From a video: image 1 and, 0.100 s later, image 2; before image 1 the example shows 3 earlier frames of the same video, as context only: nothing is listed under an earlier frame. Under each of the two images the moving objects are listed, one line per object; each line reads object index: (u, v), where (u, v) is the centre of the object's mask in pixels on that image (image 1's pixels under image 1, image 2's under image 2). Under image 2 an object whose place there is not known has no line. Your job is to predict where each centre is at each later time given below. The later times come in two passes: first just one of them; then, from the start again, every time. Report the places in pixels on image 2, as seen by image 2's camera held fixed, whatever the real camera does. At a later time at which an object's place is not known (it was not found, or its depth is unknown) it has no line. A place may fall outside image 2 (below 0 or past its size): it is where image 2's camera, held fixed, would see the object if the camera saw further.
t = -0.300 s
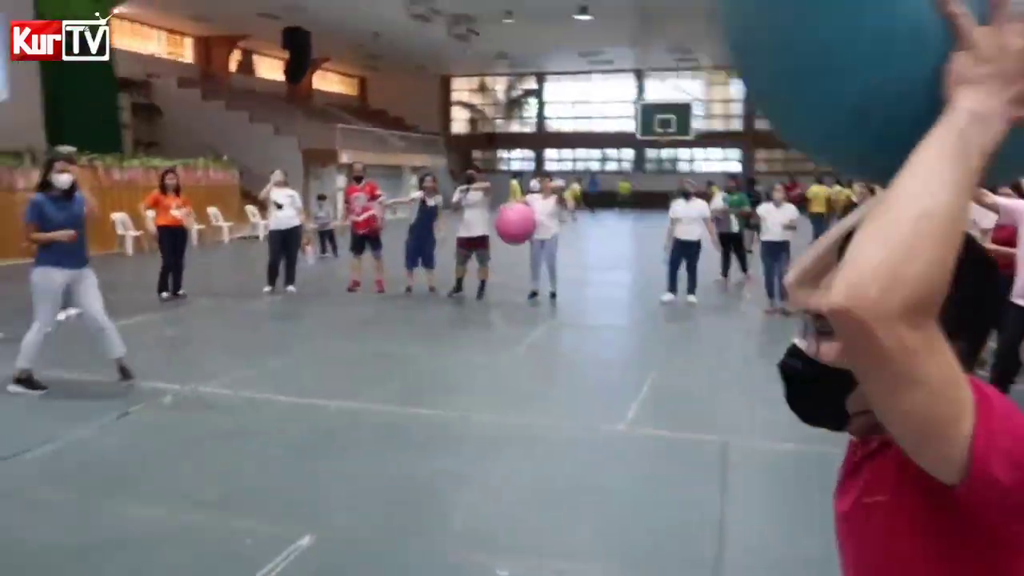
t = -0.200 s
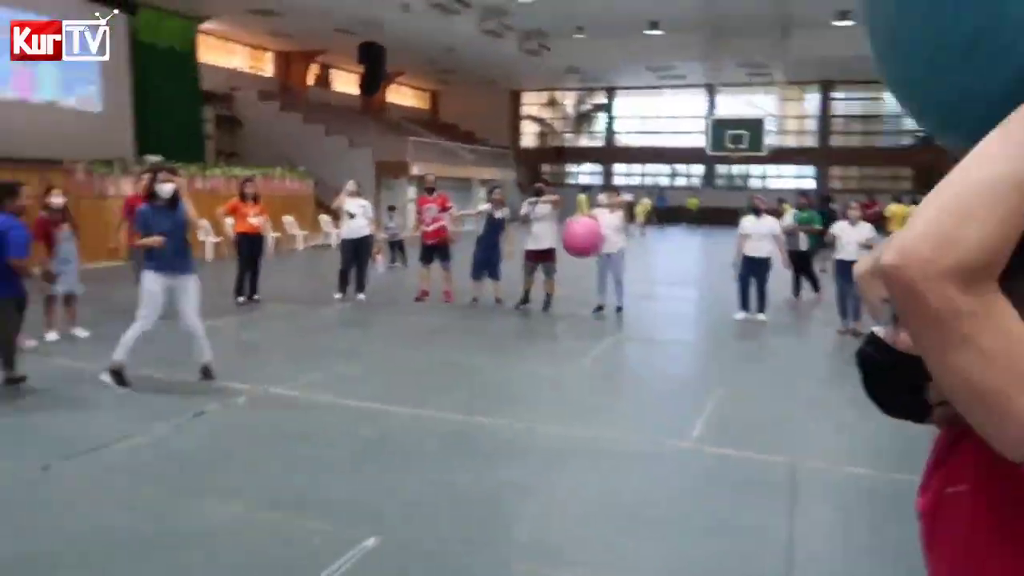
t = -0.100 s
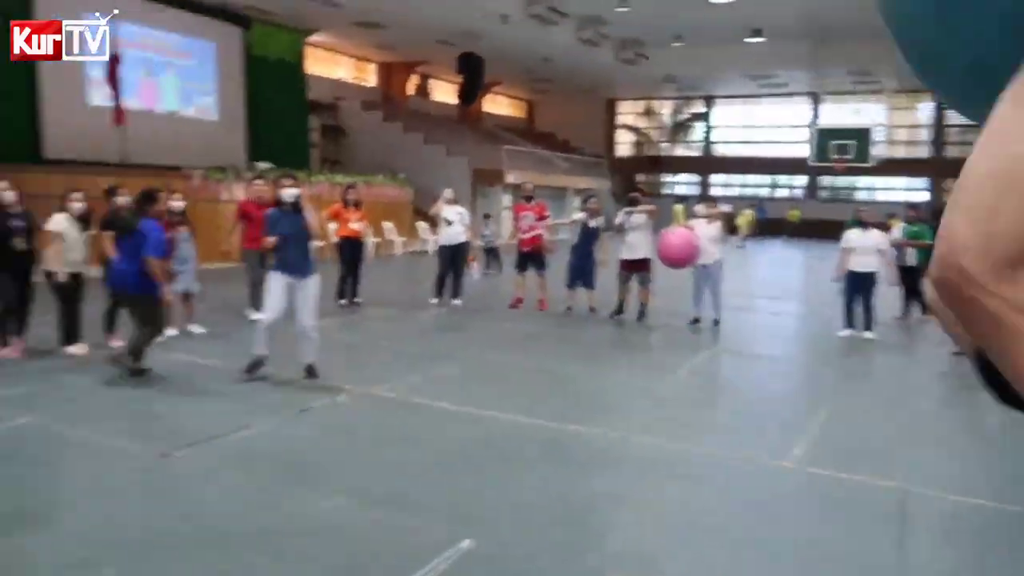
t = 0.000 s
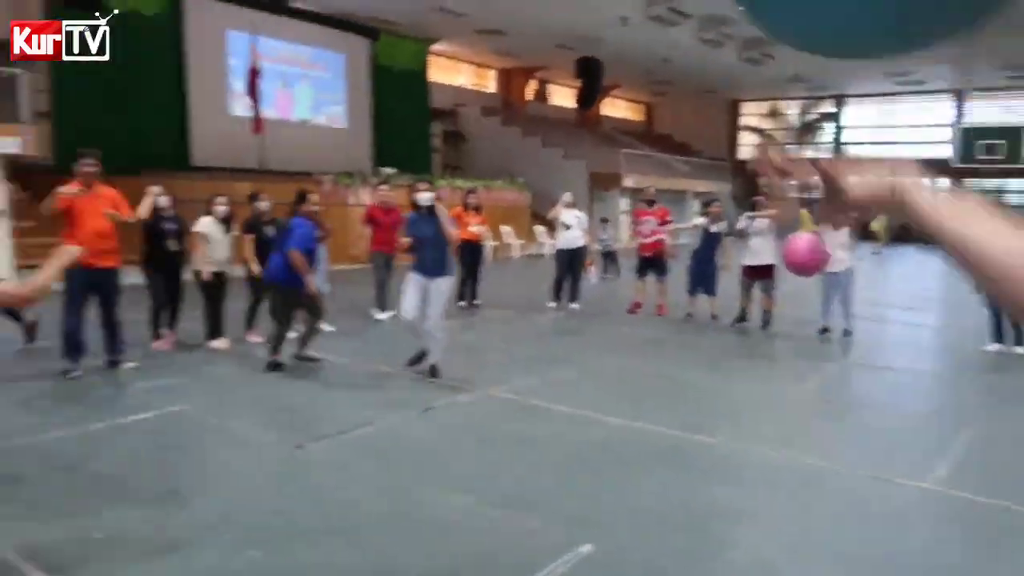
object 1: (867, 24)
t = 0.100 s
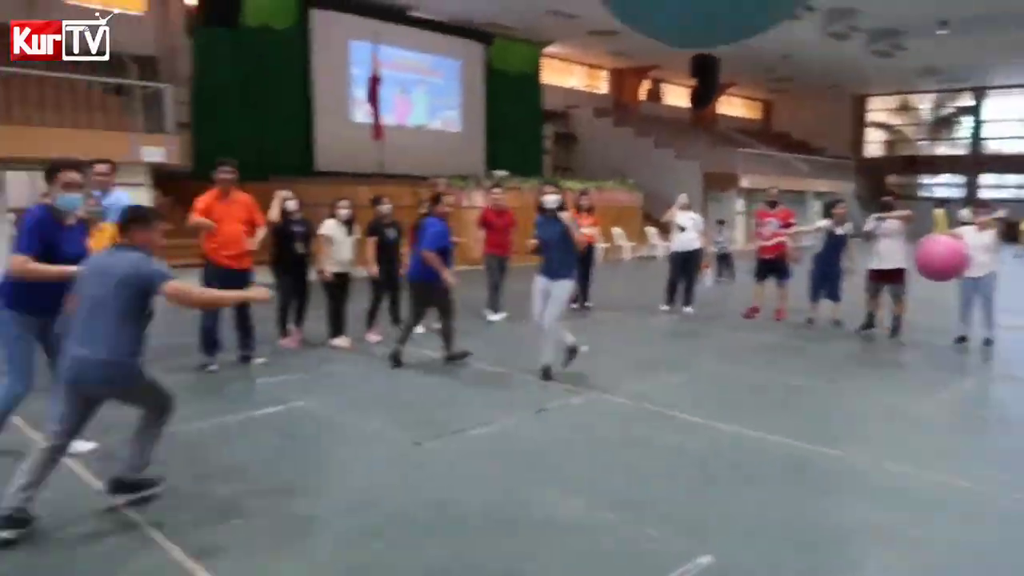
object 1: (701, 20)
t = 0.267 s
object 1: (442, 42)
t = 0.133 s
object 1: (635, 24)
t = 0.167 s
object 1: (580, 27)
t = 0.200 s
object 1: (526, 31)
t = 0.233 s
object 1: (481, 37)
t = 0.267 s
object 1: (442, 42)
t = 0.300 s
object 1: (409, 47)
